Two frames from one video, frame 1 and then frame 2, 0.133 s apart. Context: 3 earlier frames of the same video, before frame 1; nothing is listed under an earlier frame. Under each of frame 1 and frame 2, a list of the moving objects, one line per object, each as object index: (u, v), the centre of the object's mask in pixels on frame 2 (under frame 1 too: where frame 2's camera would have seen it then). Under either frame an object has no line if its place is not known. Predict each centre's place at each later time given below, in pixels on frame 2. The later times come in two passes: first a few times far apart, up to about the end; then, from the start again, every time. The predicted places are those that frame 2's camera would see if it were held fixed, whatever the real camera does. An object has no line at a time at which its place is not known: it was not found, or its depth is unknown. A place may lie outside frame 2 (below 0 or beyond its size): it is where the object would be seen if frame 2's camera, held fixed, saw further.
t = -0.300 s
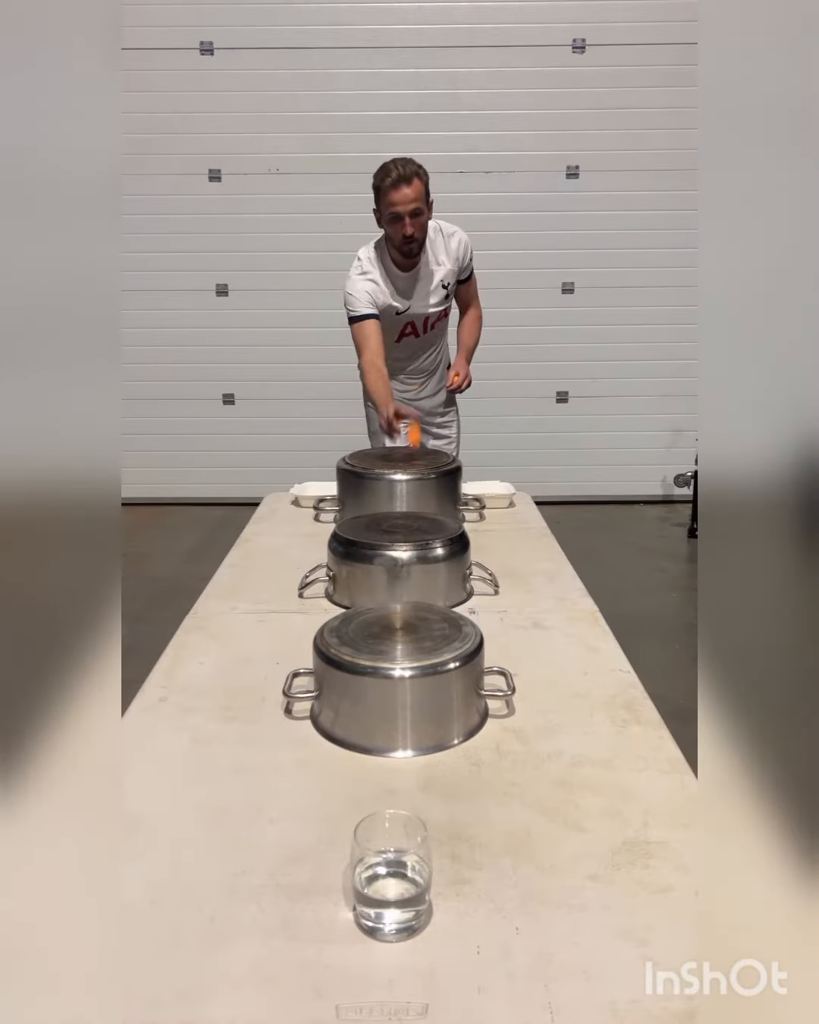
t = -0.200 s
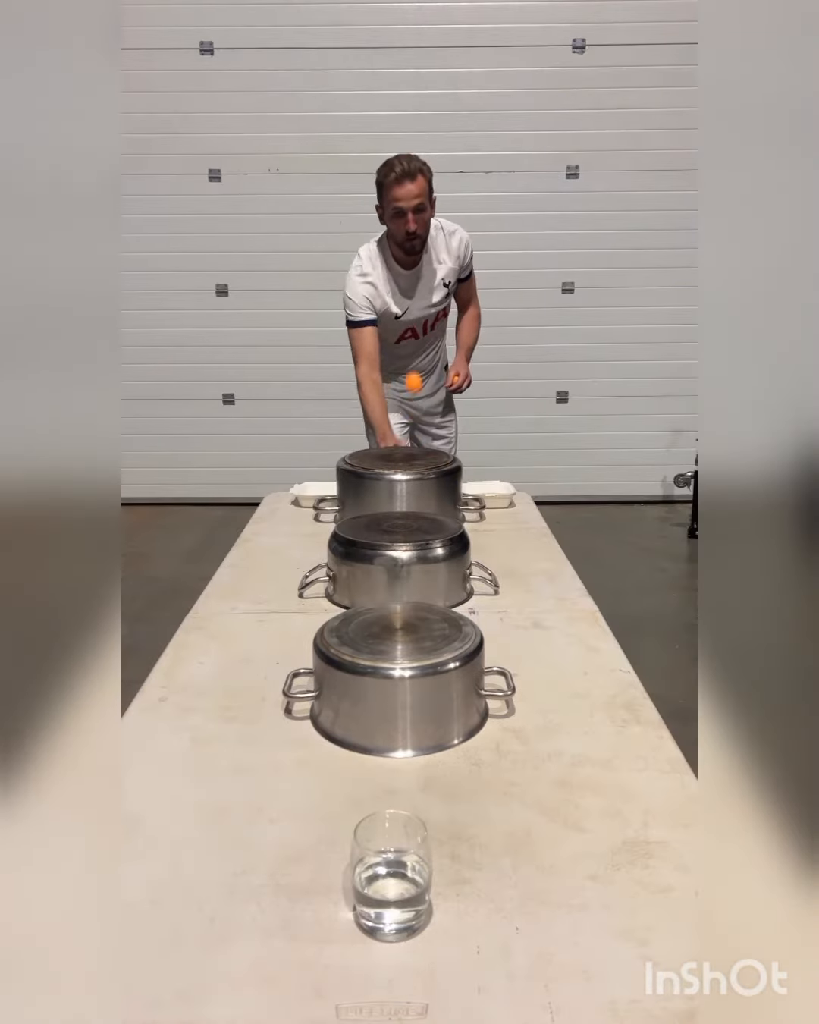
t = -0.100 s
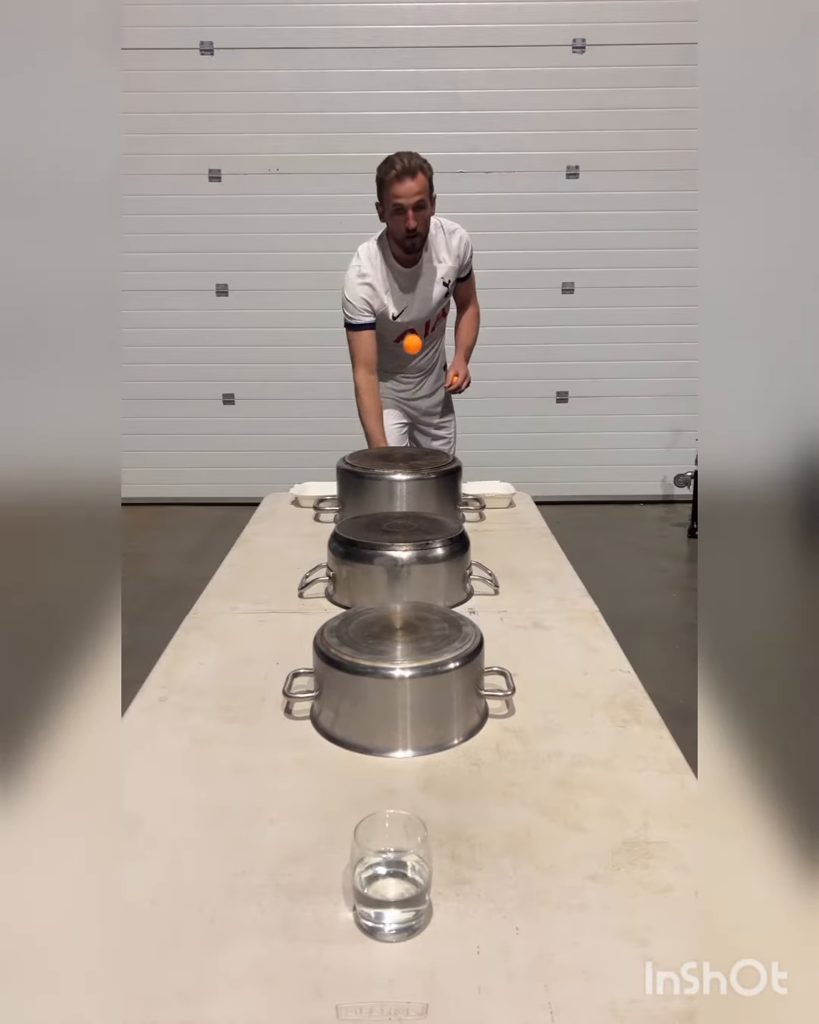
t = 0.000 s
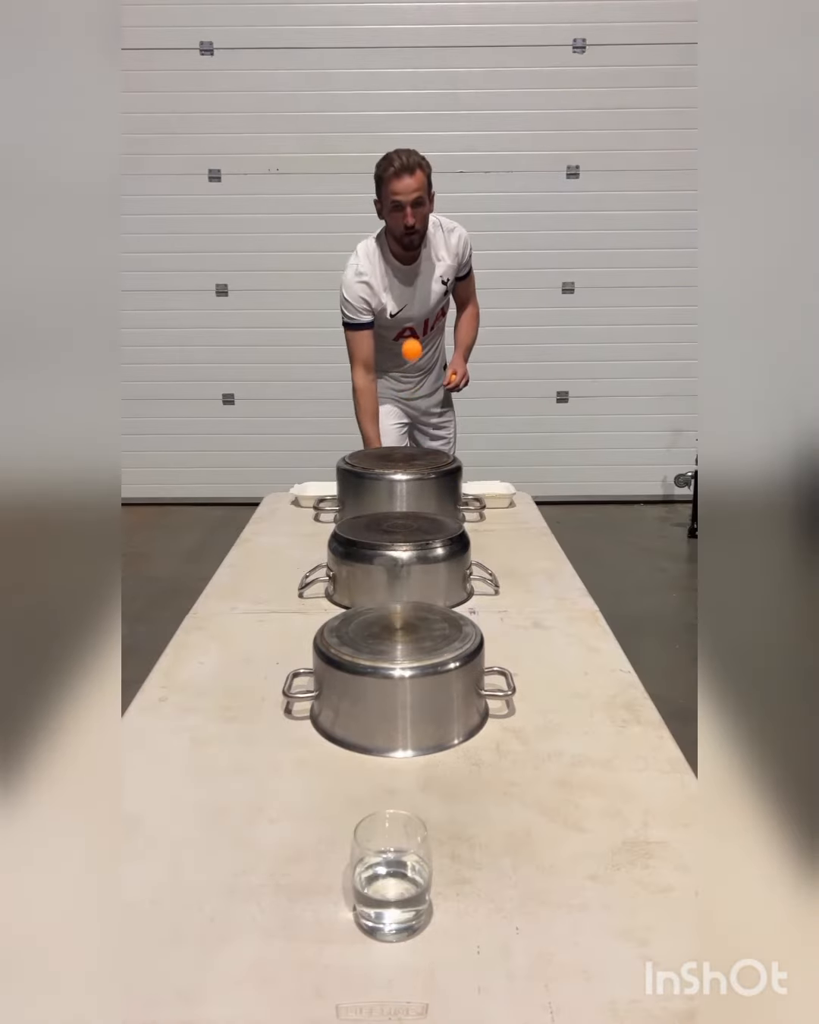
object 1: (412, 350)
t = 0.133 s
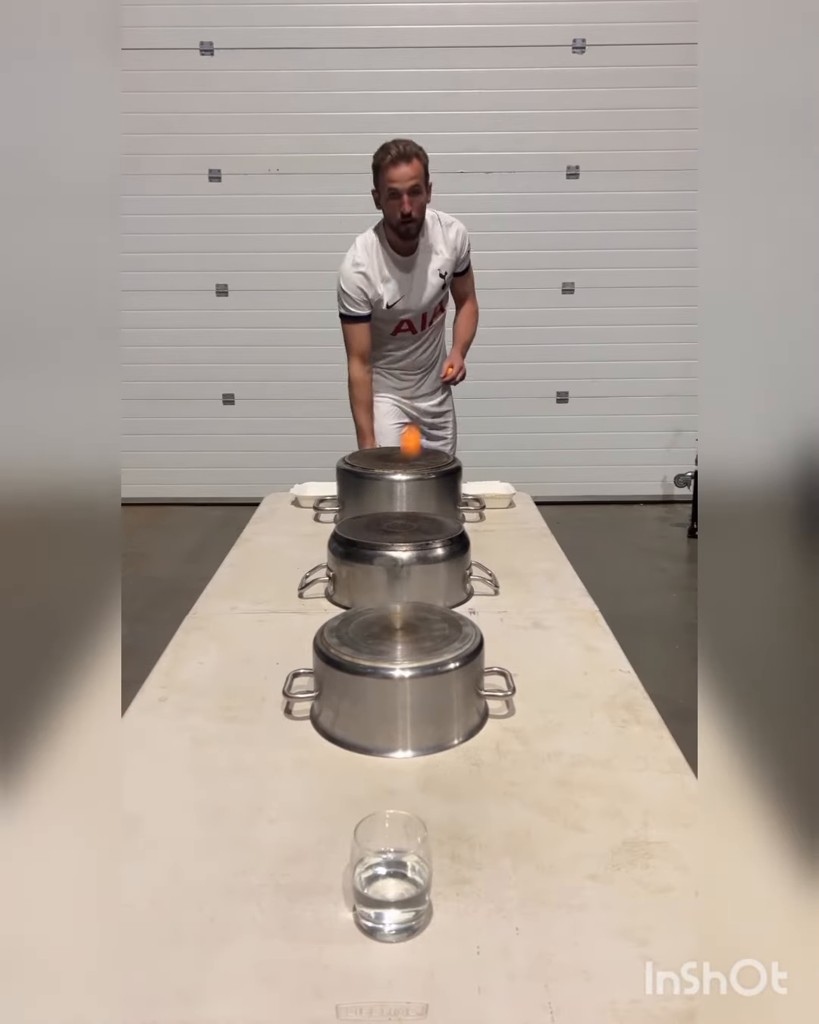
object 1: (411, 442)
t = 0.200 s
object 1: (409, 523)
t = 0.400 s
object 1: (406, 396)
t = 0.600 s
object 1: (402, 507)
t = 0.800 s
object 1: (396, 714)
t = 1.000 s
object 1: (380, 755)
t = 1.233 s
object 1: (428, 760)
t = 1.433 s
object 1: (481, 925)
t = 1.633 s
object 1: (519, 979)
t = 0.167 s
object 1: (410, 478)
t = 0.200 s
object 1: (409, 523)
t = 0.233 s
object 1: (409, 499)
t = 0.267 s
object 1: (408, 467)
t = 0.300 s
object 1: (408, 443)
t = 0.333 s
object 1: (407, 421)
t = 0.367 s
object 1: (407, 405)
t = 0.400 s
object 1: (406, 396)
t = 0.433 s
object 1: (405, 394)
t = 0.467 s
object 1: (405, 399)
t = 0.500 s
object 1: (404, 413)
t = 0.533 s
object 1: (403, 436)
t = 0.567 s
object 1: (403, 463)
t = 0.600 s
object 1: (402, 507)
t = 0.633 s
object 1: (401, 555)
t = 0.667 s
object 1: (401, 613)
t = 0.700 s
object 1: (400, 679)
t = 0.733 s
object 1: (399, 755)
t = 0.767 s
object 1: (398, 736)
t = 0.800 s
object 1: (396, 714)
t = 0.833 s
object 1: (394, 697)
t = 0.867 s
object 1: (391, 689)
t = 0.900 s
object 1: (389, 690)
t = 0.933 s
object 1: (386, 701)
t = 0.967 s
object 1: (383, 722)
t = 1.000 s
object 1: (380, 755)
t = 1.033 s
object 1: (377, 800)
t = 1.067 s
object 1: (380, 809)
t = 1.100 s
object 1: (389, 780)
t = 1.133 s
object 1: (398, 758)
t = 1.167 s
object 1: (409, 748)
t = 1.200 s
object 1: (418, 748)
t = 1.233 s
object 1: (428, 760)
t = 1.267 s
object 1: (438, 782)
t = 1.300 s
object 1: (448, 816)
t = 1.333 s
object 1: (457, 861)
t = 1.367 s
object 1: (466, 916)
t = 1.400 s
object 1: (473, 959)
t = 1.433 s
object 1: (481, 925)
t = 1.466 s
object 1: (488, 907)
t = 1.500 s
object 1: (494, 898)
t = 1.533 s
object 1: (501, 901)
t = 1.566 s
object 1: (507, 914)
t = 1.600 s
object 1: (514, 940)
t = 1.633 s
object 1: (519, 979)
